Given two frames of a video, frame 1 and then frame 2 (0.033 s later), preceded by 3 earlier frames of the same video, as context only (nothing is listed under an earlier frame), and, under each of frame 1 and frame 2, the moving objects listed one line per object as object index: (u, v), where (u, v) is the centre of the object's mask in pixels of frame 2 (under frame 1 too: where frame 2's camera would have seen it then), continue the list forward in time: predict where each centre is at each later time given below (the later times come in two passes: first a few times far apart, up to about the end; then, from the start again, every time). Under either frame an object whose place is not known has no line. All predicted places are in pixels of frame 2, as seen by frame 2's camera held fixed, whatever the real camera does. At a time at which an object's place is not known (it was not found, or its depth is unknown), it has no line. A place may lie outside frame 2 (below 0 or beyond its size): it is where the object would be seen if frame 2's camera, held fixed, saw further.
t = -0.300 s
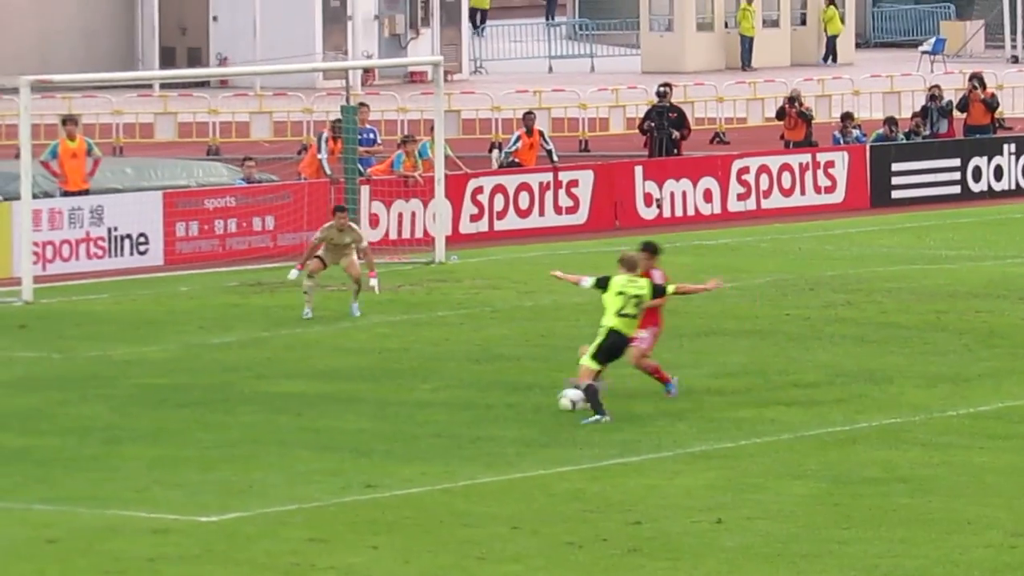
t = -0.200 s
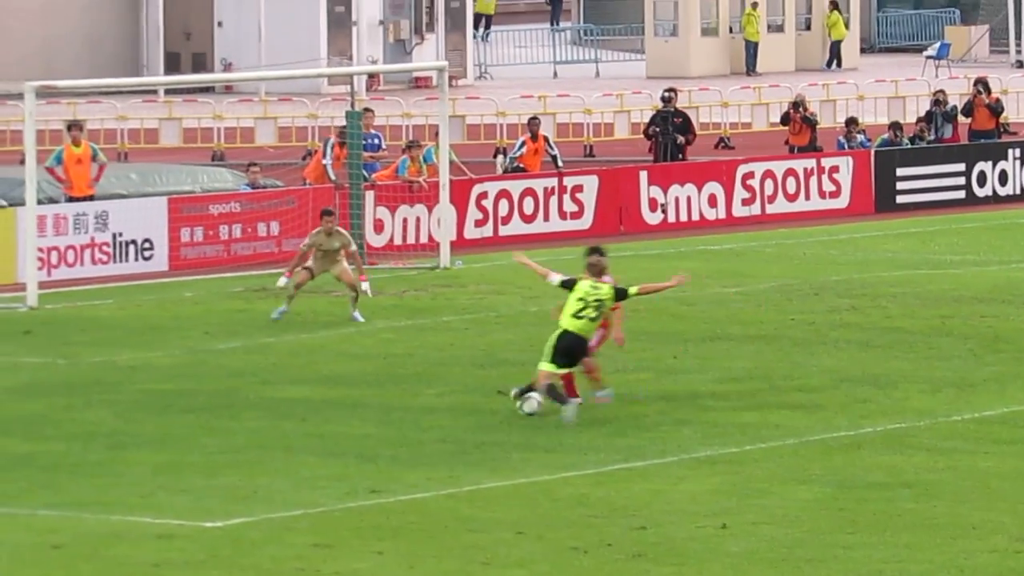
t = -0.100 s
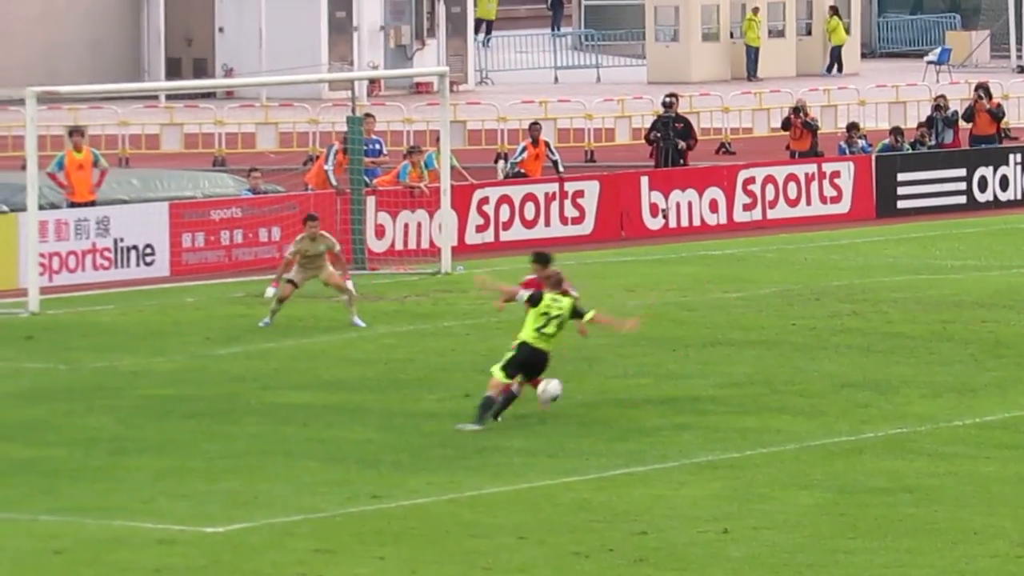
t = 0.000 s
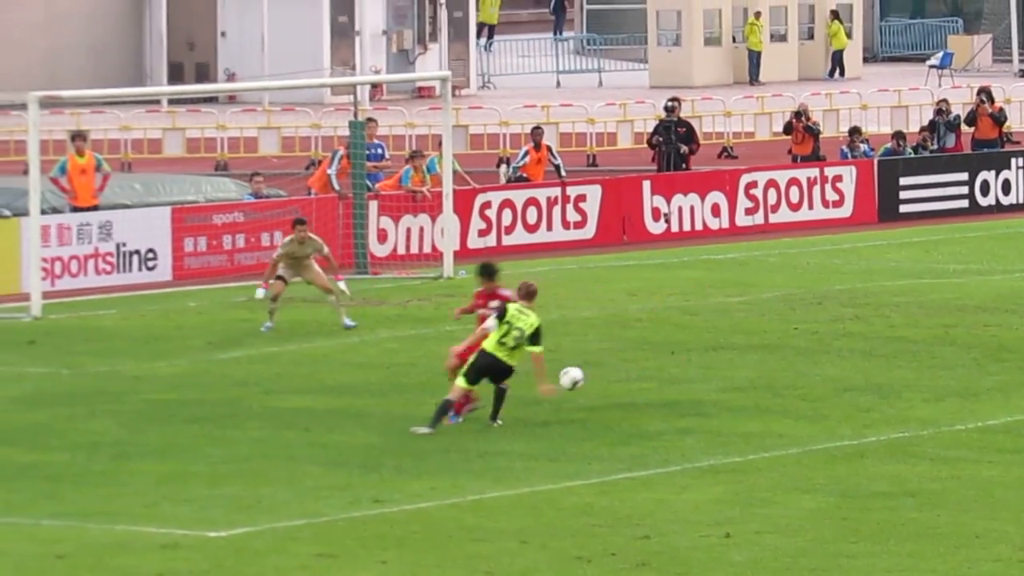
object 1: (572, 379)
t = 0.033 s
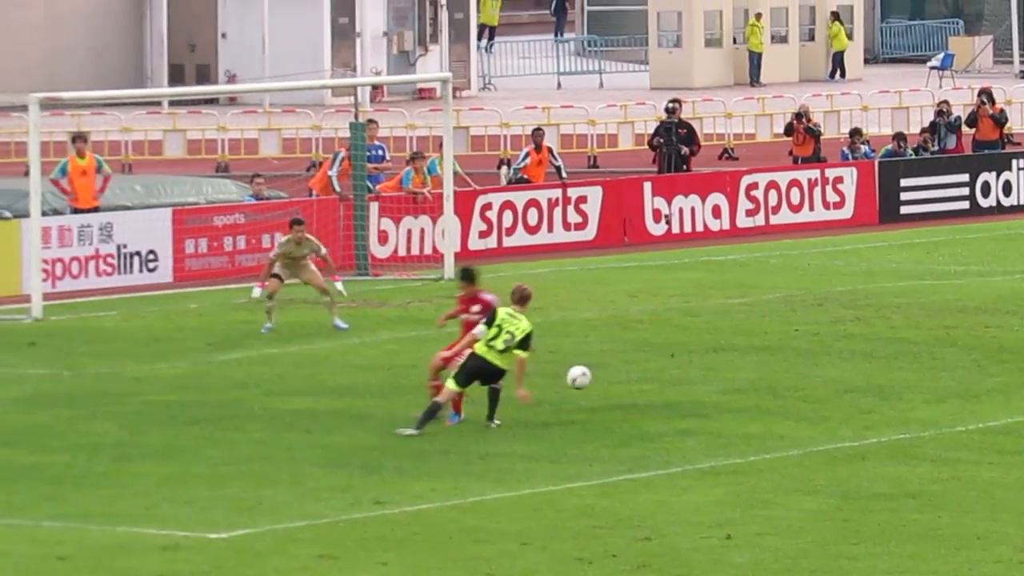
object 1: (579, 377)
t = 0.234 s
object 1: (616, 385)
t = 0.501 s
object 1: (662, 376)
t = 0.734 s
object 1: (699, 379)
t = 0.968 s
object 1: (734, 377)
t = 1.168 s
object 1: (760, 371)
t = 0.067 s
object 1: (585, 375)
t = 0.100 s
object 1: (591, 375)
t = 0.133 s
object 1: (597, 376)
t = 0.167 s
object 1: (603, 378)
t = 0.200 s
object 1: (610, 381)
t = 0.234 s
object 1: (616, 385)
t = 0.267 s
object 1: (621, 390)
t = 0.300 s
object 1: (627, 397)
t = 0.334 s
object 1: (633, 395)
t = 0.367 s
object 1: (639, 389)
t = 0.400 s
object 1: (644, 384)
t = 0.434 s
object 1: (650, 380)
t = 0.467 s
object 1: (656, 378)
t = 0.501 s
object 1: (662, 376)
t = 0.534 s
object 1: (667, 377)
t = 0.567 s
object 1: (673, 378)
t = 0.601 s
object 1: (678, 380)
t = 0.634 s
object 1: (684, 384)
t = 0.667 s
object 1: (689, 387)
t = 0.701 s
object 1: (694, 384)
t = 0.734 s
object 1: (699, 379)
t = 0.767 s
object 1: (705, 376)
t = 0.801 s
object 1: (709, 373)
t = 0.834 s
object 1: (715, 372)
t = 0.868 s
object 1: (720, 371)
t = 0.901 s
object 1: (724, 372)
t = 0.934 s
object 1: (729, 374)
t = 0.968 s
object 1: (734, 377)
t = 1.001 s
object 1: (739, 379)
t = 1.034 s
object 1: (743, 377)
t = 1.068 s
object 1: (748, 374)
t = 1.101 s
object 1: (752, 371)
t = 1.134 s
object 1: (756, 371)
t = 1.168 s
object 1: (760, 371)
